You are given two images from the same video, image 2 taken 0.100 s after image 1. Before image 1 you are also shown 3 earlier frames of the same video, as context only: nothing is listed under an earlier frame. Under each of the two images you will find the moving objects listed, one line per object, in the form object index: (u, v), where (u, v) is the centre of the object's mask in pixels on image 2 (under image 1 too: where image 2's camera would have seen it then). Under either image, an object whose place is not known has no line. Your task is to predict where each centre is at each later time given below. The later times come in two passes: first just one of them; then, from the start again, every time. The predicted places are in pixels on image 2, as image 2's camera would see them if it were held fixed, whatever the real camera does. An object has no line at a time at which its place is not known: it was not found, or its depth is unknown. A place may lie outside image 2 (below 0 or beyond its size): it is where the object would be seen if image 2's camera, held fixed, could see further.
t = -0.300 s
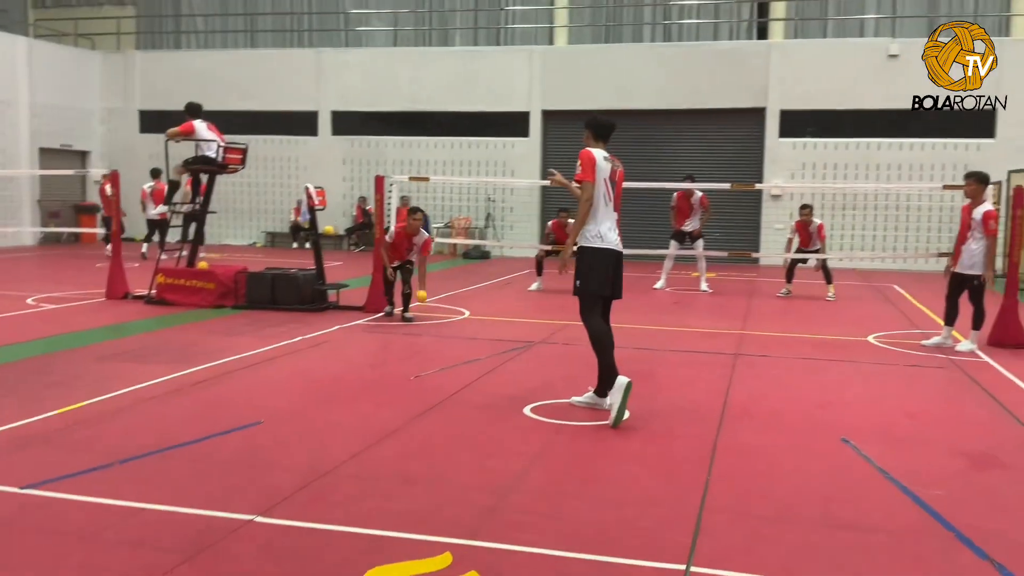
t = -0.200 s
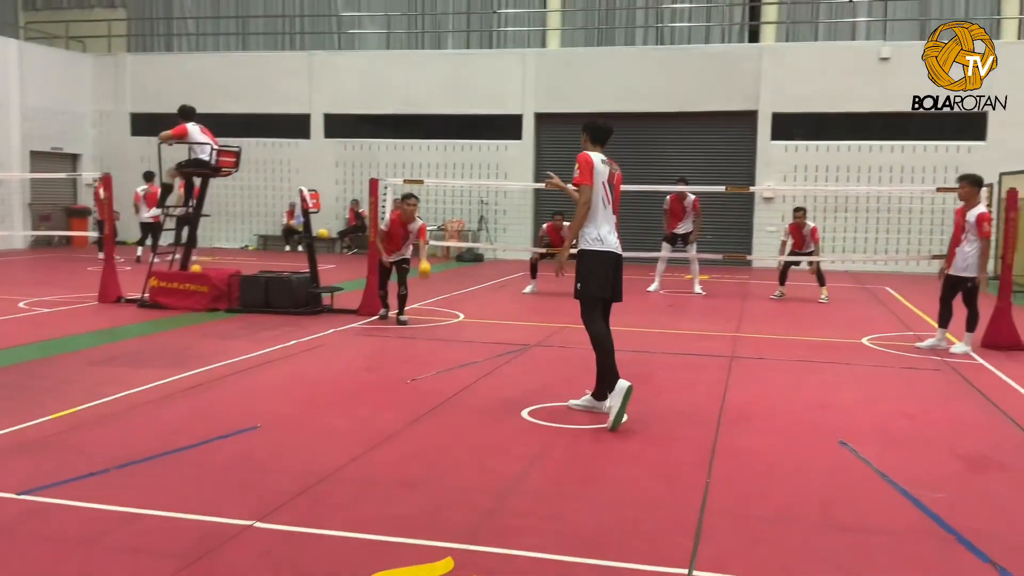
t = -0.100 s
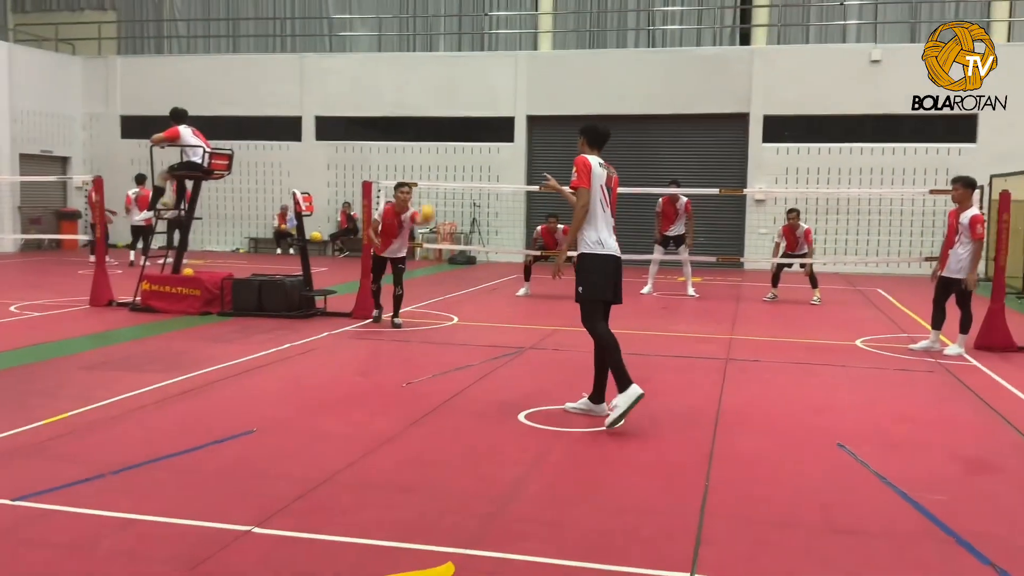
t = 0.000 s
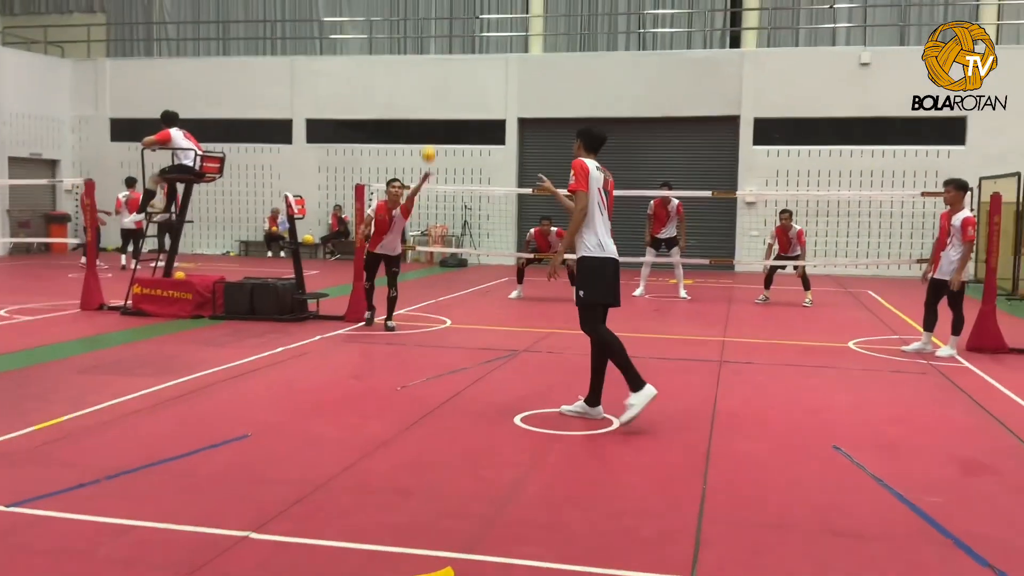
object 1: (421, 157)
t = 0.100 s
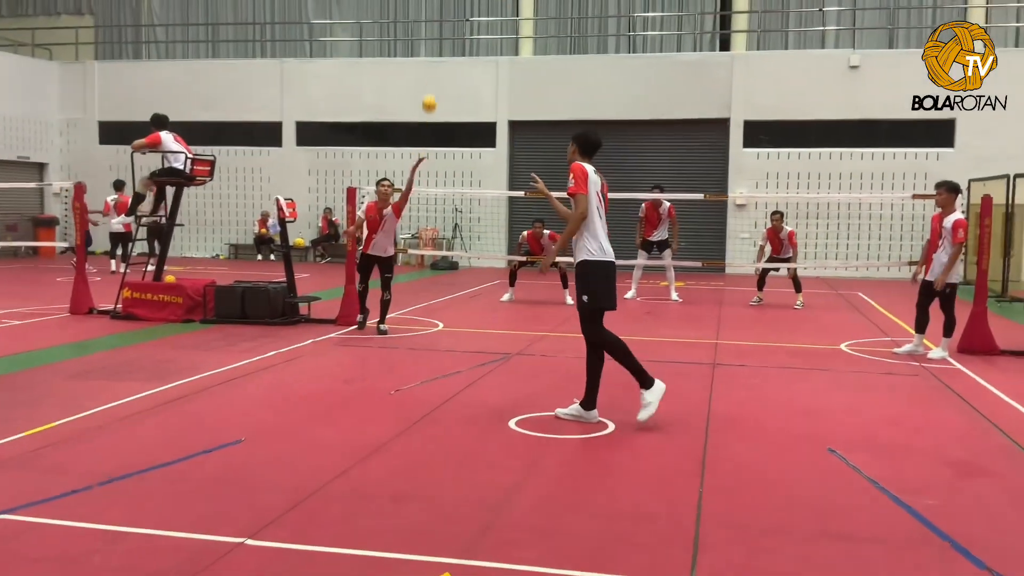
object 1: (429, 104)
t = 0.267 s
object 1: (446, 31)
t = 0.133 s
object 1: (432, 87)
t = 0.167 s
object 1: (436, 72)
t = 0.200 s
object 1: (439, 57)
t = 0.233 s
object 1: (442, 45)
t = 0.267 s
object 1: (446, 31)
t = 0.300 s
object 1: (449, 20)
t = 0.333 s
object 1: (453, 9)
